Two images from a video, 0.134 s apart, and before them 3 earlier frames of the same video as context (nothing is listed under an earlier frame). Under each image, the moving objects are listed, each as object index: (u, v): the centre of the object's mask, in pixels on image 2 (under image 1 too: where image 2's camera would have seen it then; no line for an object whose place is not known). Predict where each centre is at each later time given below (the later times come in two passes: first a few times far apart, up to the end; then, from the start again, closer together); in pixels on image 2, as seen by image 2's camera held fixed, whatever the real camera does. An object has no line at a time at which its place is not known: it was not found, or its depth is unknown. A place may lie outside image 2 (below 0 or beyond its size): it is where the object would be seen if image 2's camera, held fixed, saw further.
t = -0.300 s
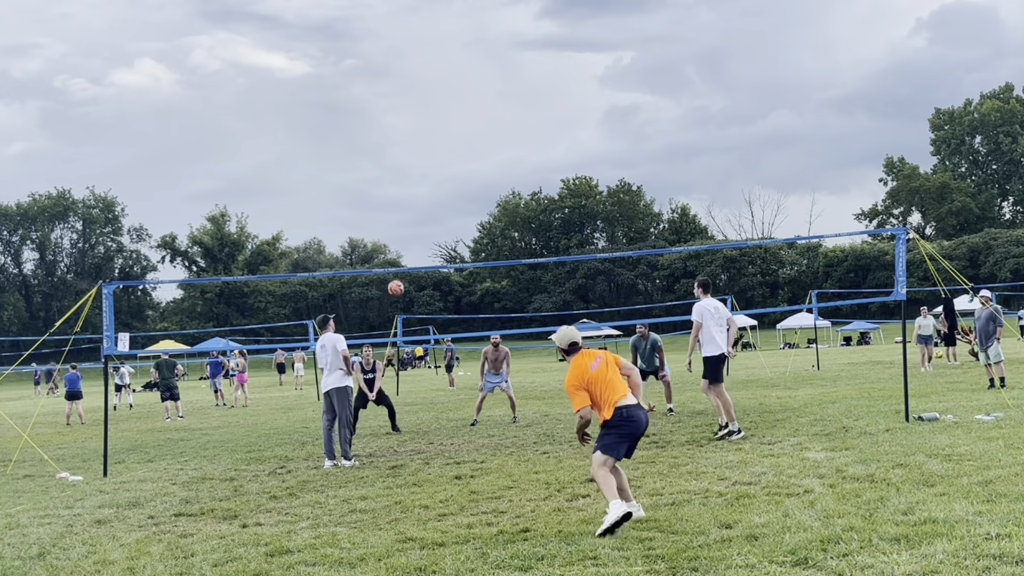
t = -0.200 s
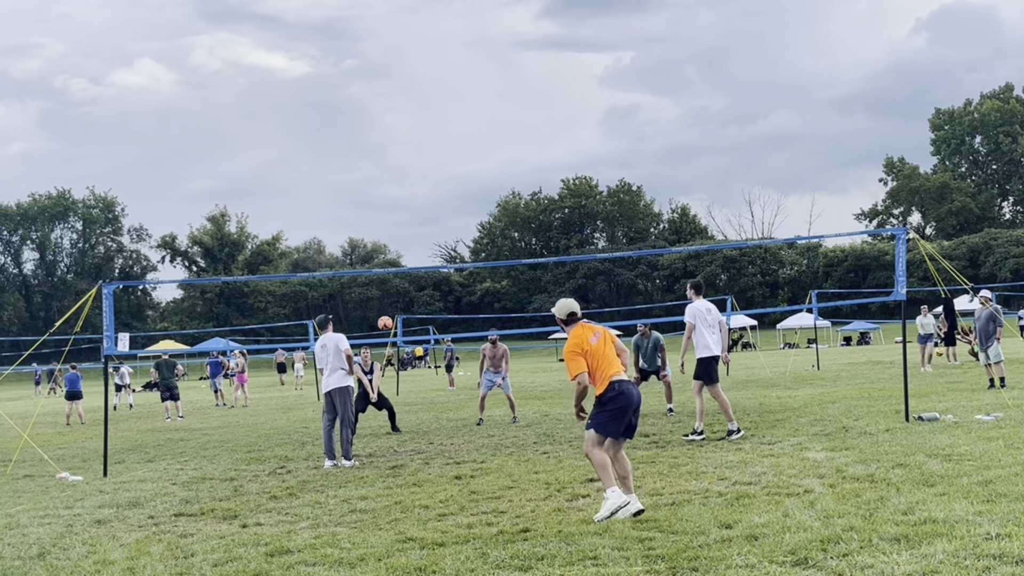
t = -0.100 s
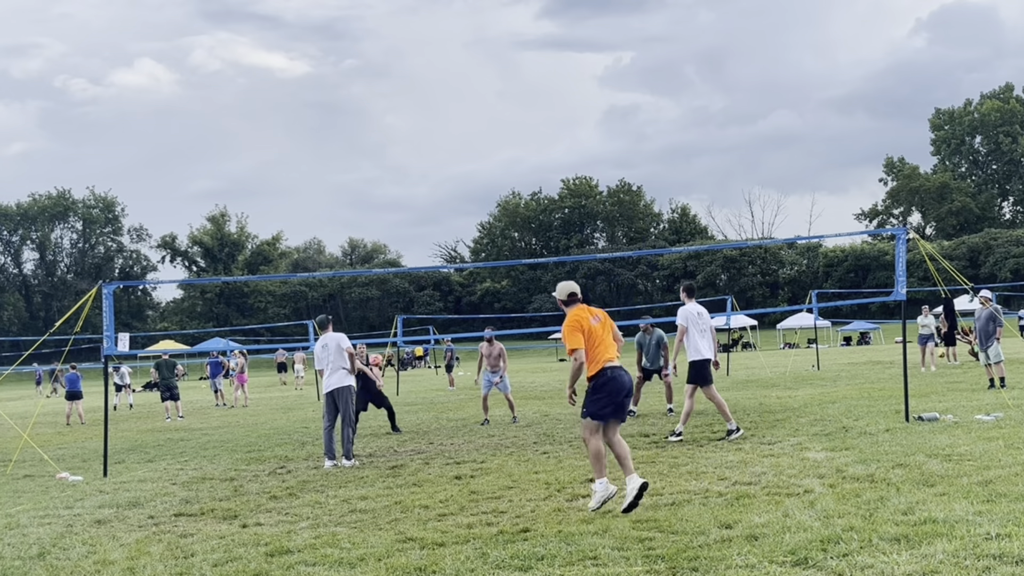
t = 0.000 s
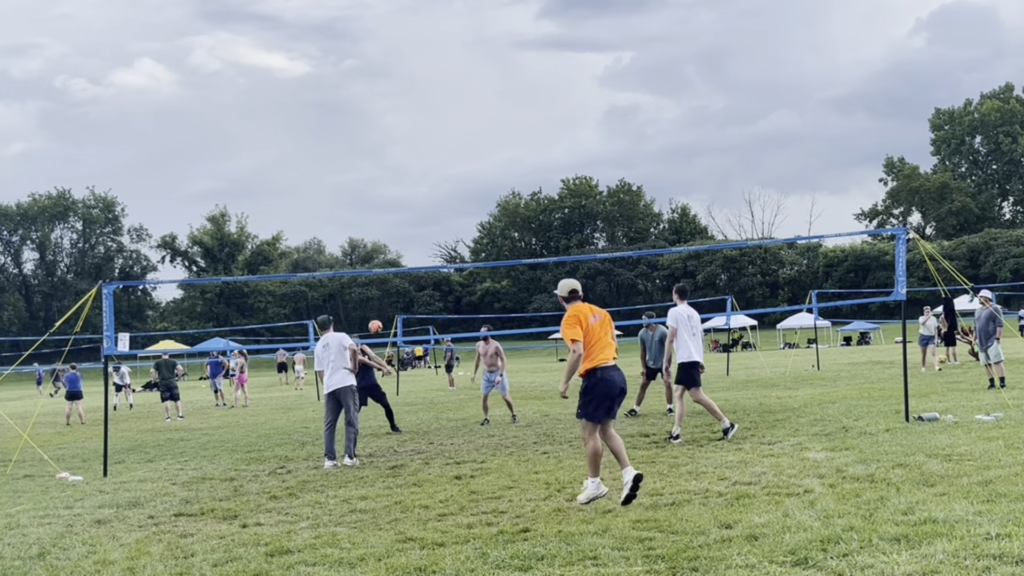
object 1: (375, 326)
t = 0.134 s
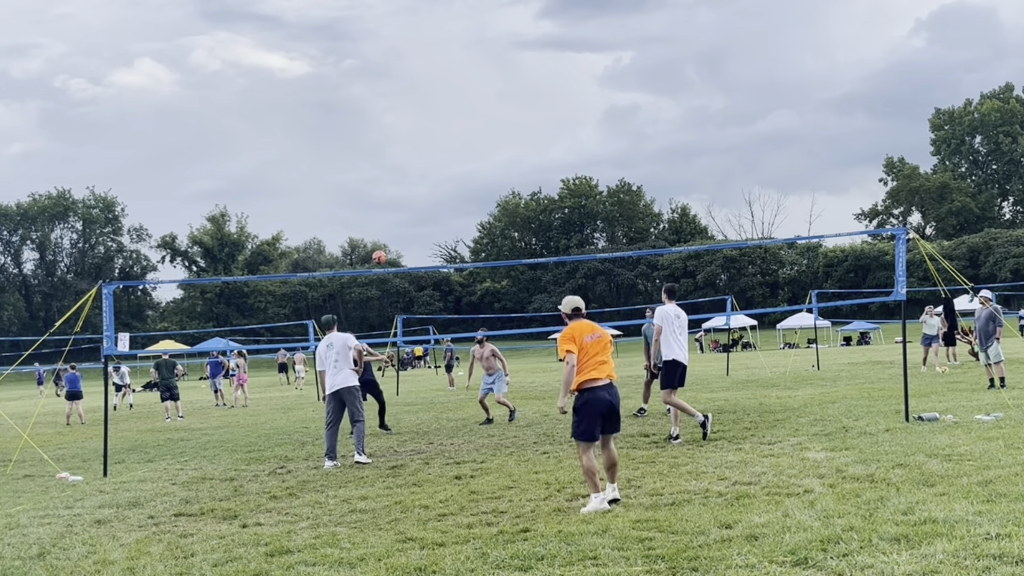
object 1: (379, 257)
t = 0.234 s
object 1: (383, 211)
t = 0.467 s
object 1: (392, 120)
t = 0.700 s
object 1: (404, 60)
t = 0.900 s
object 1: (417, 34)
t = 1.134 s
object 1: (435, 38)
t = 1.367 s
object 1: (457, 83)
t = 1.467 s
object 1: (469, 115)
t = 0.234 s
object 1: (383, 211)
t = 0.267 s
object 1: (384, 196)
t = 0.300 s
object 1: (385, 182)
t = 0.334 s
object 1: (386, 169)
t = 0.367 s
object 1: (388, 156)
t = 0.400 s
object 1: (389, 143)
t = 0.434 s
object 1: (391, 131)
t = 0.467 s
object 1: (392, 120)
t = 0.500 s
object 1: (394, 110)
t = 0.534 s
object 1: (396, 100)
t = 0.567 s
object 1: (397, 91)
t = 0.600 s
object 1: (399, 82)
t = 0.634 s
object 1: (401, 74)
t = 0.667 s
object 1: (403, 66)
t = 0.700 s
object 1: (404, 60)
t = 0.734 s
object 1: (406, 54)
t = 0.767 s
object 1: (408, 48)
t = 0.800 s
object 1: (411, 44)
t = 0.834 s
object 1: (412, 40)
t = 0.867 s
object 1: (415, 37)
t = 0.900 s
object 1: (417, 34)
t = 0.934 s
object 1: (419, 32)
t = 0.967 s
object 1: (422, 31)
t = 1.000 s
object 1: (424, 31)
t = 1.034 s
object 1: (426, 32)
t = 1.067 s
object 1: (429, 33)
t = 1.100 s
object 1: (432, 35)
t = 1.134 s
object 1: (435, 38)
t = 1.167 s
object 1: (438, 42)
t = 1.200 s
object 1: (441, 46)
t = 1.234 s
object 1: (444, 52)
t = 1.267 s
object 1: (447, 58)
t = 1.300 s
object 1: (450, 65)
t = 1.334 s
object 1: (454, 74)
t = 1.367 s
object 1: (457, 83)
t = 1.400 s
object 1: (461, 93)
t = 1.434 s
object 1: (465, 104)
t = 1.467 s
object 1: (469, 115)
